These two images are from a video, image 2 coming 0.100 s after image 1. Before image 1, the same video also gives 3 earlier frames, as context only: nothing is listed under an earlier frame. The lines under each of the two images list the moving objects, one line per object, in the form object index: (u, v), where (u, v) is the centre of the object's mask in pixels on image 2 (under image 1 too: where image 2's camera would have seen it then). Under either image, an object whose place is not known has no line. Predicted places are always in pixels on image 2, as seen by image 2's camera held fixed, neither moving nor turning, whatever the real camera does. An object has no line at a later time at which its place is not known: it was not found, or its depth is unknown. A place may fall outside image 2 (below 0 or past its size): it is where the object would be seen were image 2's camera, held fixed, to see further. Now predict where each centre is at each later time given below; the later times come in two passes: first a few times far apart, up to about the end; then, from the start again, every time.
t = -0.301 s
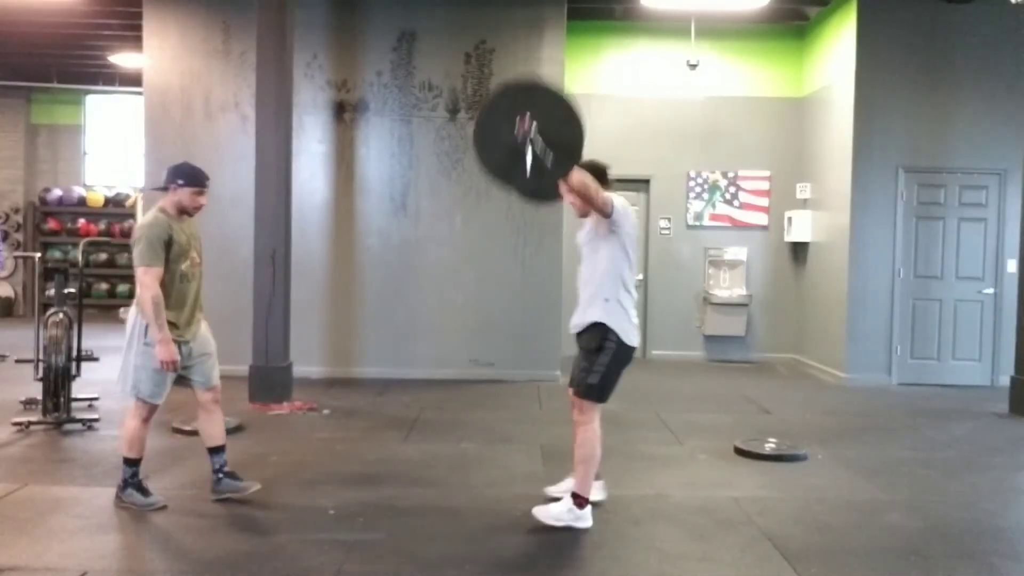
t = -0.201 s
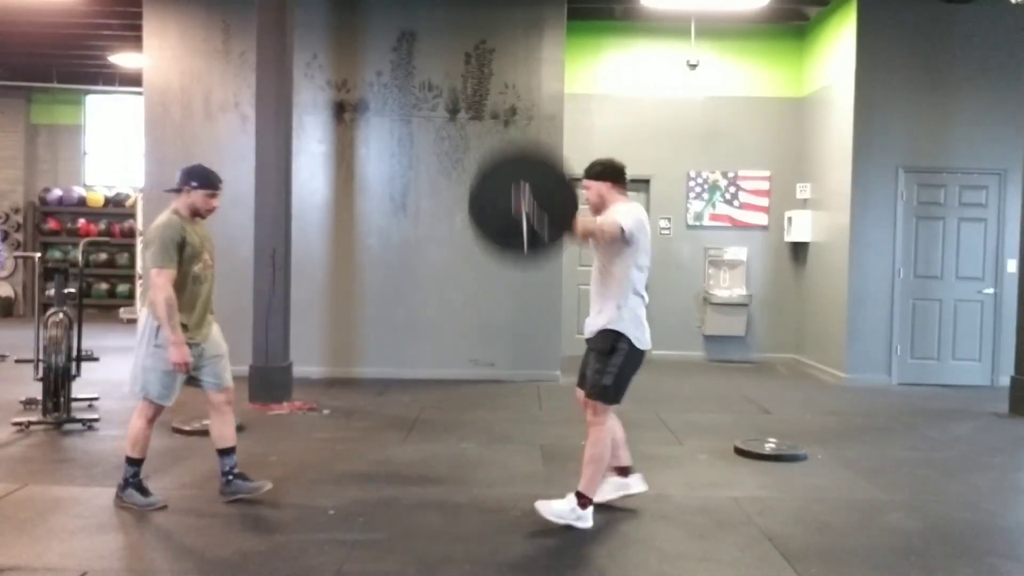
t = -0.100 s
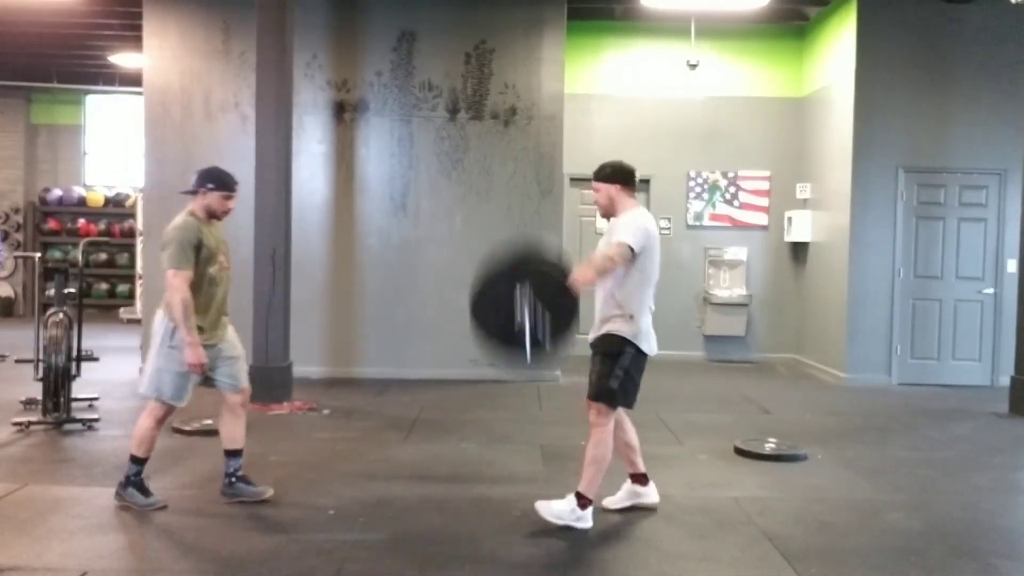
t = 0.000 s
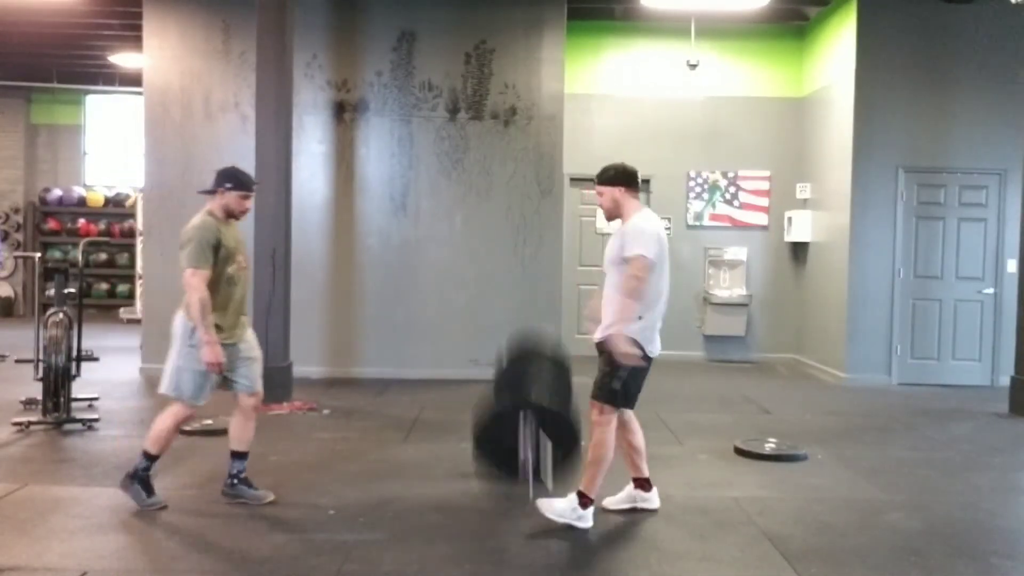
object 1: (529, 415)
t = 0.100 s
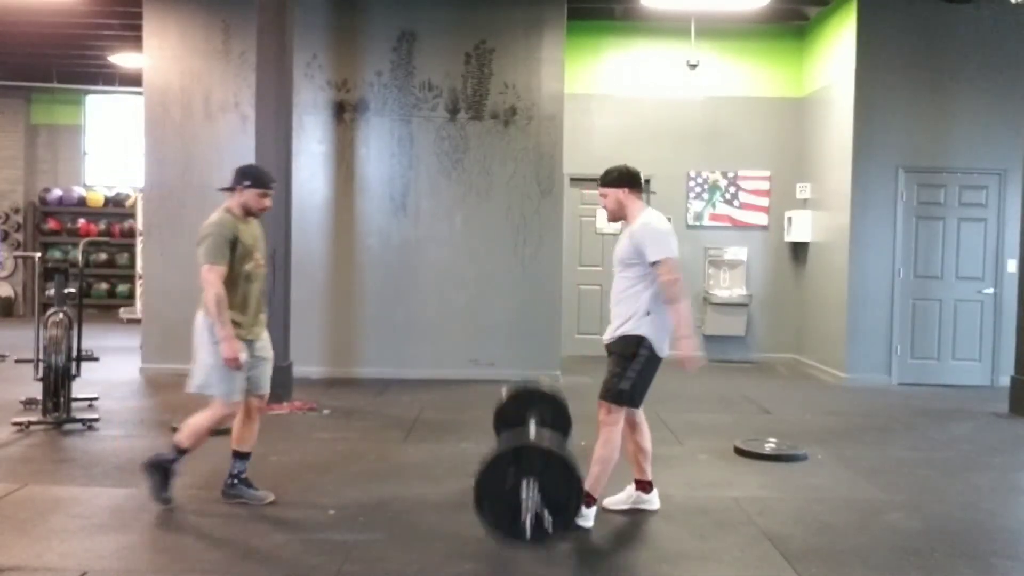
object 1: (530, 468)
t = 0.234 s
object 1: (532, 419)
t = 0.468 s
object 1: (533, 423)
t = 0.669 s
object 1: (534, 492)
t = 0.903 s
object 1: (536, 495)
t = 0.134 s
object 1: (530, 450)
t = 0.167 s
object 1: (531, 438)
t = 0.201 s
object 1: (532, 427)
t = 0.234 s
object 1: (532, 419)
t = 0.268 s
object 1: (532, 413)
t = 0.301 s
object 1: (533, 409)
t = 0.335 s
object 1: (533, 407)
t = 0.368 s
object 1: (533, 407)
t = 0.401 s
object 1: (533, 410)
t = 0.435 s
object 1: (533, 415)
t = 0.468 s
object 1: (533, 423)
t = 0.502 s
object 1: (533, 433)
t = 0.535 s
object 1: (533, 447)
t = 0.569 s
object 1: (533, 463)
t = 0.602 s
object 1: (533, 483)
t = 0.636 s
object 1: (533, 490)
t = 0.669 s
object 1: (534, 492)
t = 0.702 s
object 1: (534, 488)
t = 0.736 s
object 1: (534, 484)
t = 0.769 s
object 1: (535, 483)
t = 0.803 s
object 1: (535, 486)
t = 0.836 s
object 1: (535, 490)
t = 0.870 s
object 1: (535, 494)
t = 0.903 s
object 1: (536, 495)
